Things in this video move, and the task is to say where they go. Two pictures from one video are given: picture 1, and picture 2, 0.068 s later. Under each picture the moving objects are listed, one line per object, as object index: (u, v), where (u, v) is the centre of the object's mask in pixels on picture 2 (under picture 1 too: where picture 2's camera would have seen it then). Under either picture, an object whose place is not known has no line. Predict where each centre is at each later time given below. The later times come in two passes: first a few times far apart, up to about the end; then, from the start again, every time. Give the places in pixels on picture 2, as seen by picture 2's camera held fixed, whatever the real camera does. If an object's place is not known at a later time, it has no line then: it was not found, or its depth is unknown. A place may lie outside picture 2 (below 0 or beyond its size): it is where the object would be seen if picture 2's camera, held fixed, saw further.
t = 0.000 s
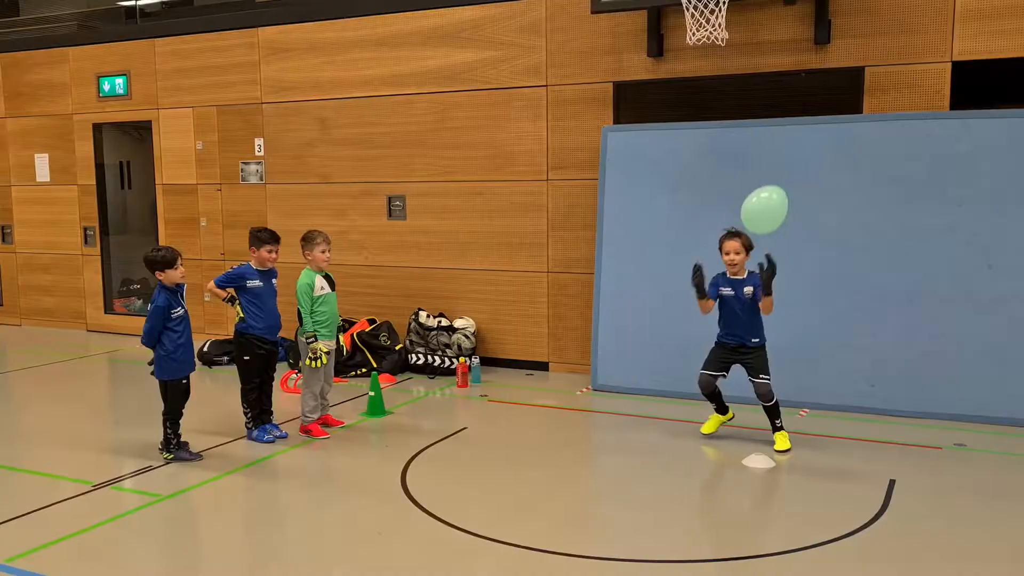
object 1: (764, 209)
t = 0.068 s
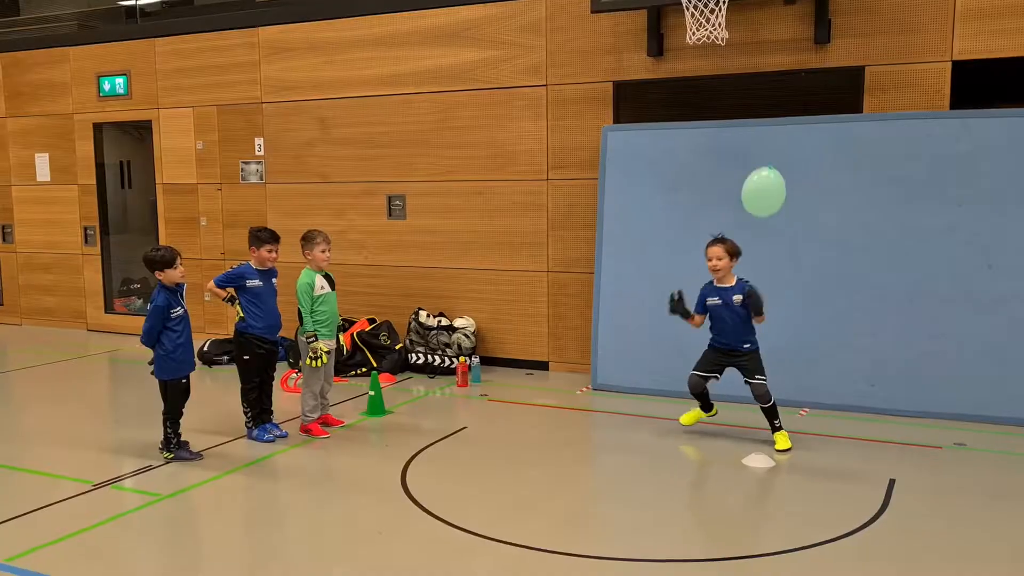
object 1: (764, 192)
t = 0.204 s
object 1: (763, 170)
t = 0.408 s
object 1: (758, 160)
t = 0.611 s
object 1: (756, 172)
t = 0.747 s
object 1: (758, 188)
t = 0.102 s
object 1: (763, 185)
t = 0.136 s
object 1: (763, 180)
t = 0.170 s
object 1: (763, 175)
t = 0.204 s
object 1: (763, 170)
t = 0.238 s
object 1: (762, 167)
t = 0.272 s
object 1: (762, 164)
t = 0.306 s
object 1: (761, 161)
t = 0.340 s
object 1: (760, 160)
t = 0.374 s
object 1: (759, 159)
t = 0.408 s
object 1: (758, 160)
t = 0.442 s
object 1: (757, 160)
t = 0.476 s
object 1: (756, 161)
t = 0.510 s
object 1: (755, 164)
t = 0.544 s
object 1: (755, 166)
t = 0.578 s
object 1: (756, 169)
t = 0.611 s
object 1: (756, 172)
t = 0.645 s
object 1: (756, 175)
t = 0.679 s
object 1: (757, 179)
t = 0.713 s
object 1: (758, 183)
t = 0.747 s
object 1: (758, 188)
